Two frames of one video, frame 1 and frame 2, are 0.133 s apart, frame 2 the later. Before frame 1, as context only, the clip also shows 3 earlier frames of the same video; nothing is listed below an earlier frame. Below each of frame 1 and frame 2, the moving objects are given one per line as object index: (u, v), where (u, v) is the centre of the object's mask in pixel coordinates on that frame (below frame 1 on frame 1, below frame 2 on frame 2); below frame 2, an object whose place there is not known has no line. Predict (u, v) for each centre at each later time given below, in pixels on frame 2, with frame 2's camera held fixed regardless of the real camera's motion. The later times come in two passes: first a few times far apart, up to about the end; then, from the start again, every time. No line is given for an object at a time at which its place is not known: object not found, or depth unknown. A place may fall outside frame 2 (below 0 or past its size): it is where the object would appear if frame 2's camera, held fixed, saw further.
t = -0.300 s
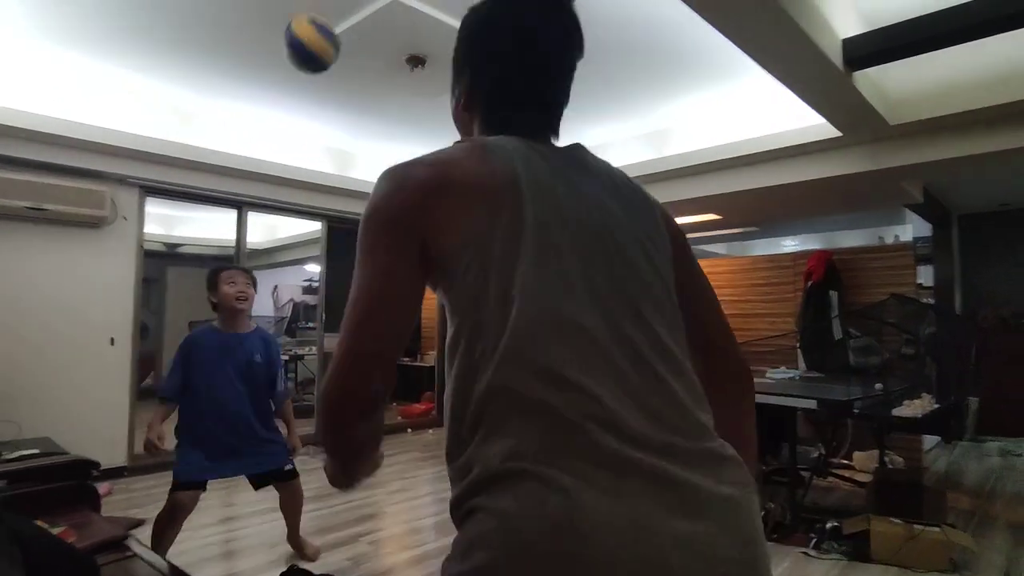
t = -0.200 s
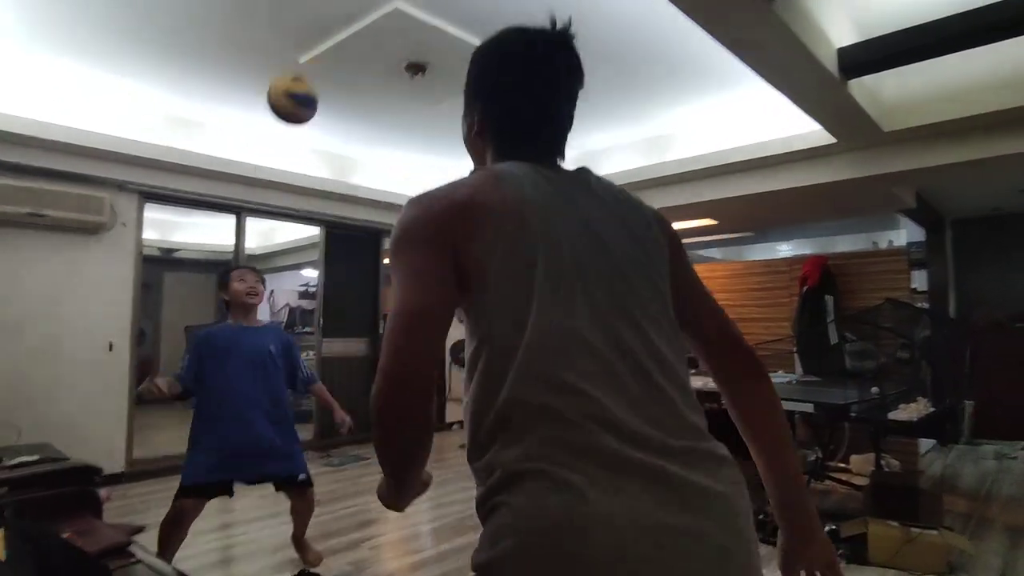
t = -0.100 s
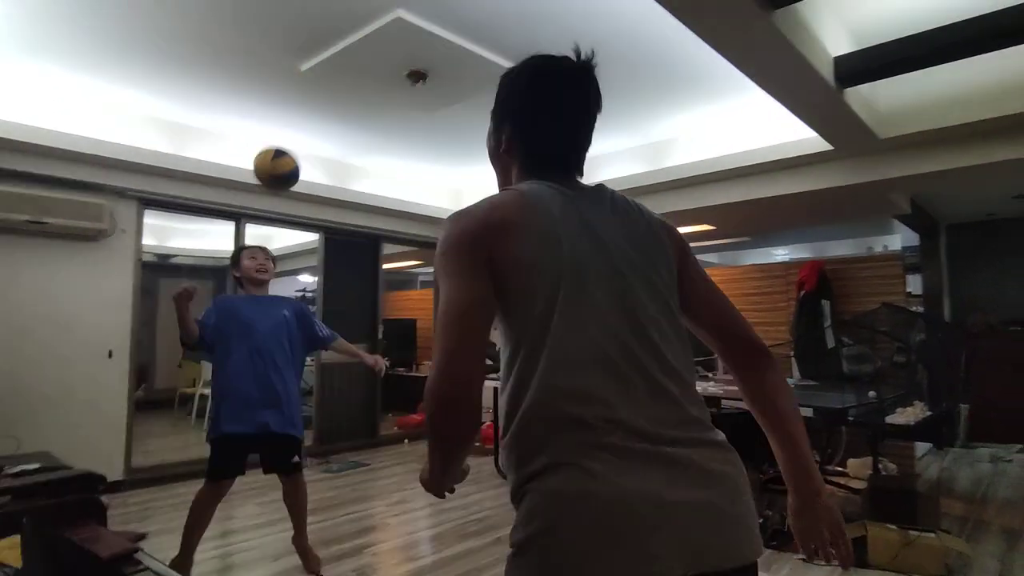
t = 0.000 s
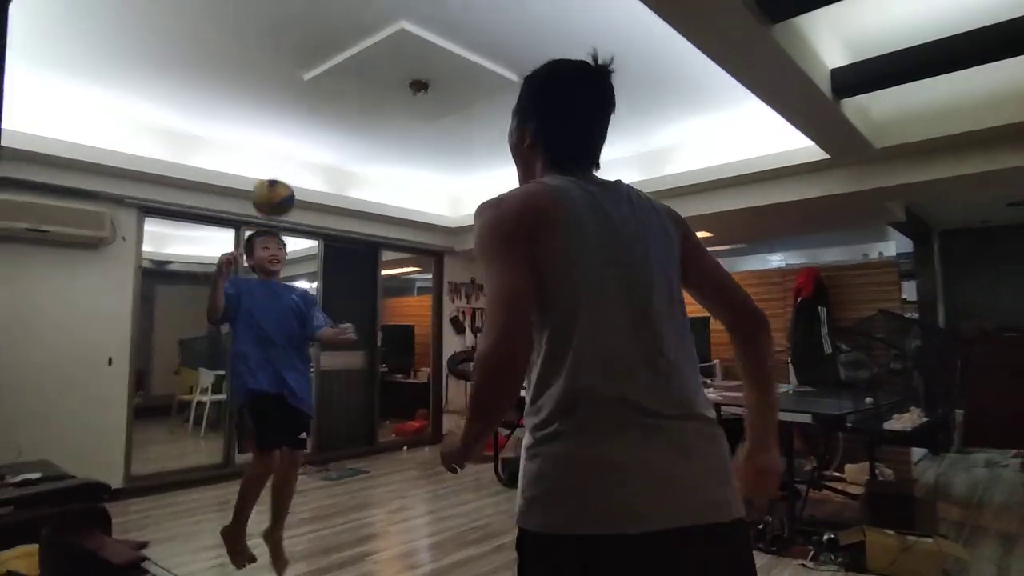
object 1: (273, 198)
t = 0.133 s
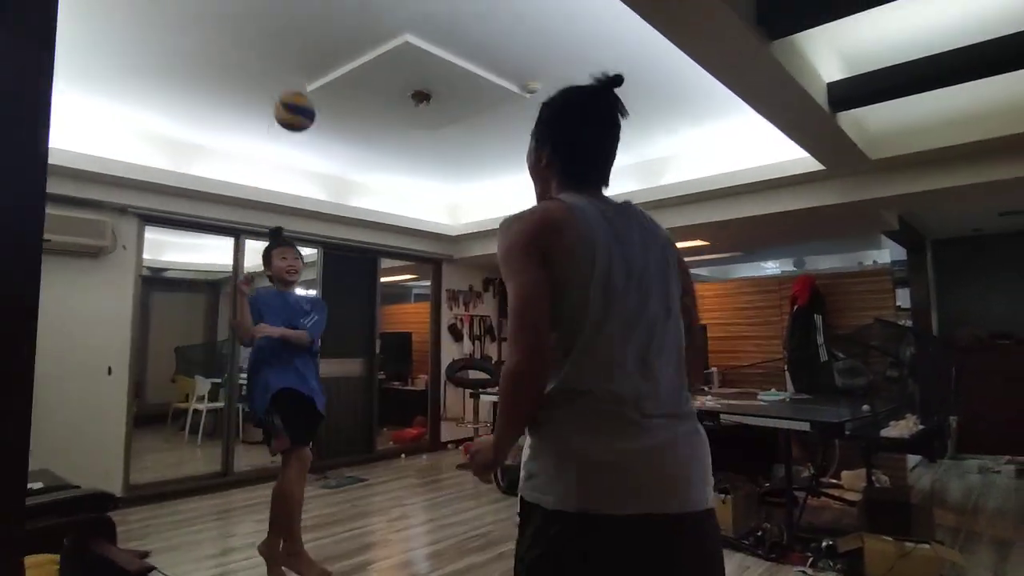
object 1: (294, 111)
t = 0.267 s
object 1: (309, 76)
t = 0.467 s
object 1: (329, 199)
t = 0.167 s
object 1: (298, 94)
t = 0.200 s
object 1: (302, 78)
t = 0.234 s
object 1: (305, 65)
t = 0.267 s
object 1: (309, 76)
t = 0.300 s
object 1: (313, 91)
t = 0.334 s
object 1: (316, 108)
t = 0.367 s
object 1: (319, 127)
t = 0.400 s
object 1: (323, 148)
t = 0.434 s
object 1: (327, 172)
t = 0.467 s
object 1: (329, 199)
